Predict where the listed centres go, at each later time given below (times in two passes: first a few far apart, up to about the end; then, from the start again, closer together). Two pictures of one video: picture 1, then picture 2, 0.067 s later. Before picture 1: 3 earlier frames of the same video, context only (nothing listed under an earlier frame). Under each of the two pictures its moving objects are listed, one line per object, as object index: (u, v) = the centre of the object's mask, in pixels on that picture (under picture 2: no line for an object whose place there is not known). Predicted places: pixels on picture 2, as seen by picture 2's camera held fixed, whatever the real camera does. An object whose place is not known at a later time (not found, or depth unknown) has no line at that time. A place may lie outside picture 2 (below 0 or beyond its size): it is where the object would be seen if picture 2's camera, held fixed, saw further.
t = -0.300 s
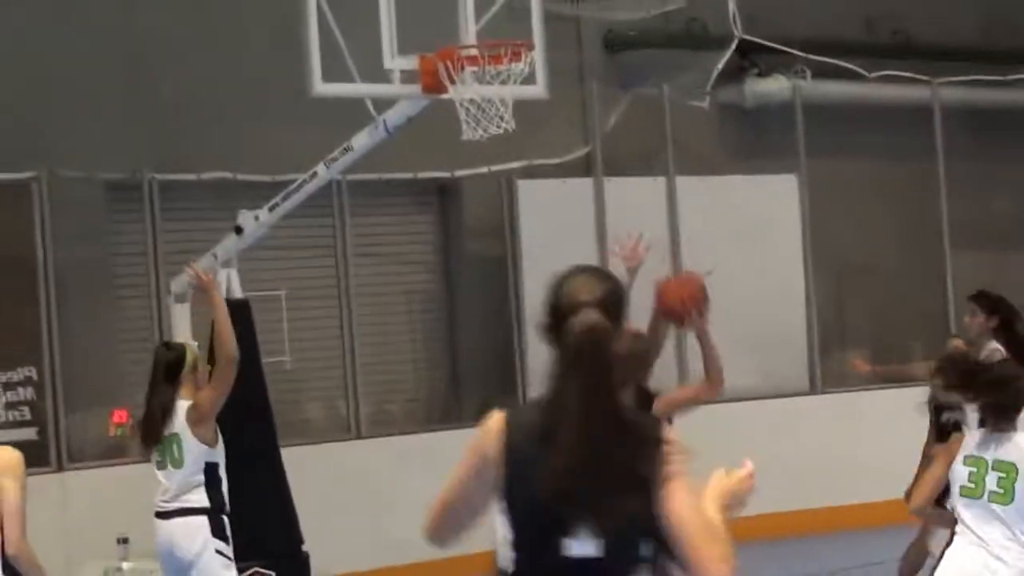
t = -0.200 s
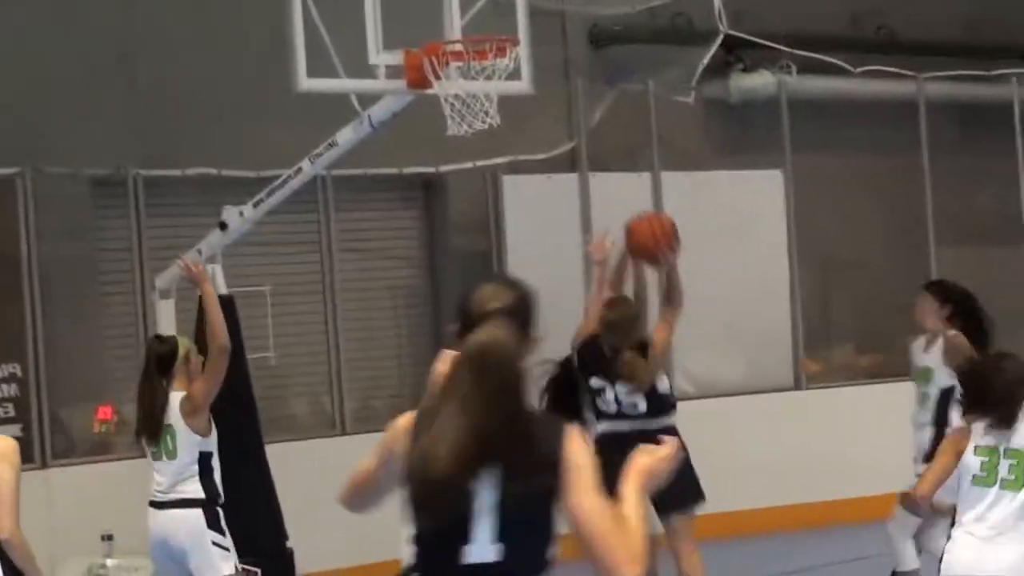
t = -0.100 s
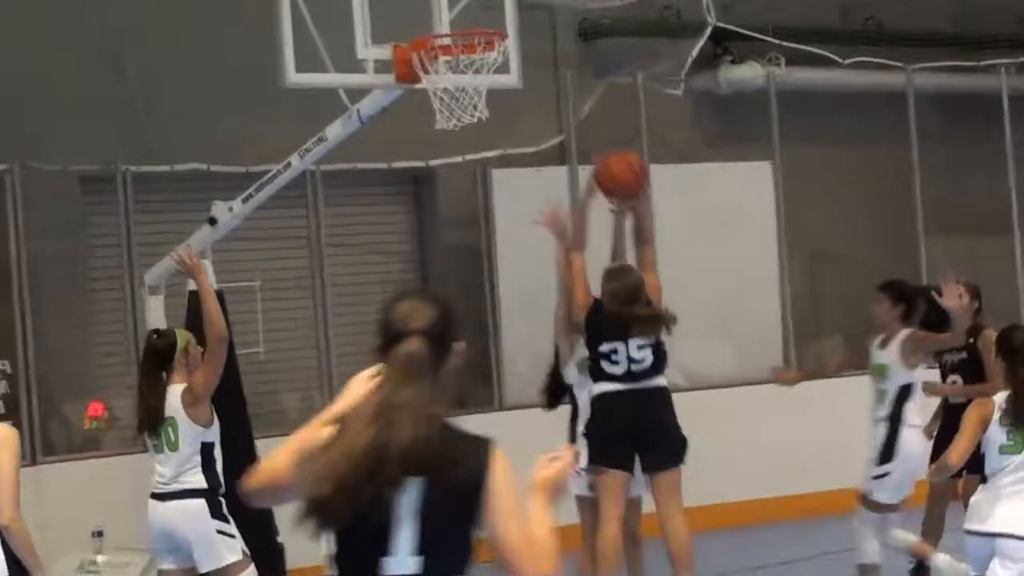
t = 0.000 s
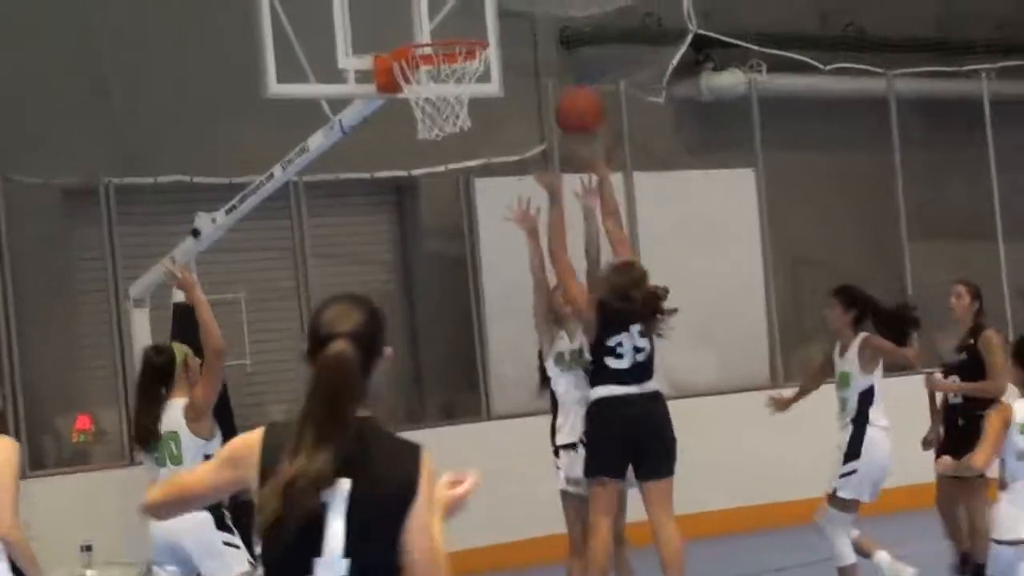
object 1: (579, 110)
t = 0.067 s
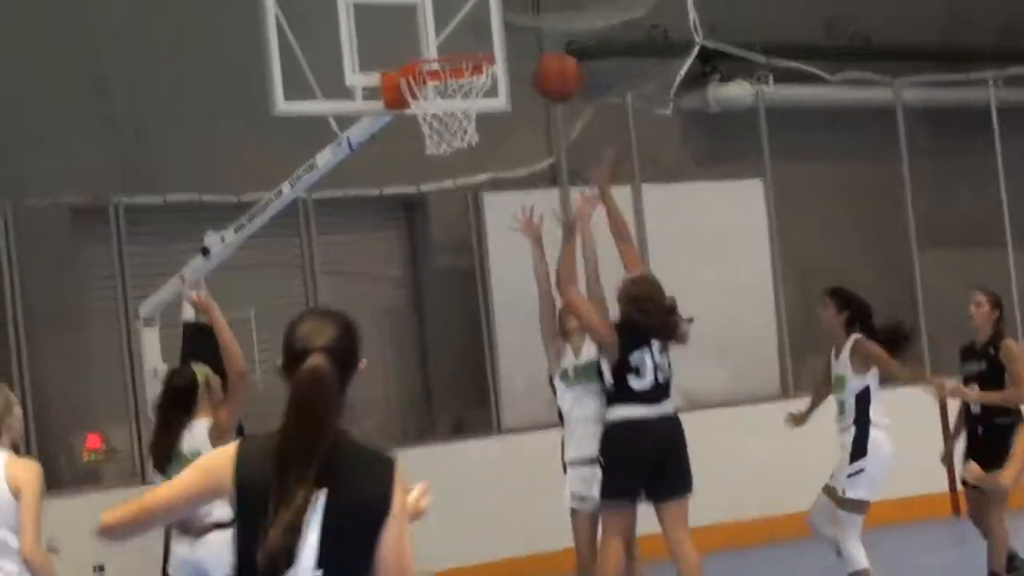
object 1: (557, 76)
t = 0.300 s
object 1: (469, -6)
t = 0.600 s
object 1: (472, 36)
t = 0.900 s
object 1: (535, 46)
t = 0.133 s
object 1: (531, 40)
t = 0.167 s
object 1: (518, 27)
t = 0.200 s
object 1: (504, 15)
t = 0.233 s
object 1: (492, 5)
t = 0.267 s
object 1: (481, -2)
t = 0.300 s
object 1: (469, -6)
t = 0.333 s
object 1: (459, -8)
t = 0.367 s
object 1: (448, -9)
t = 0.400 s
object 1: (439, -6)
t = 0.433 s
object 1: (428, -1)
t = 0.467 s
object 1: (424, 3)
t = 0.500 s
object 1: (435, 9)
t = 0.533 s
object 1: (448, 16)
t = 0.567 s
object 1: (461, 25)
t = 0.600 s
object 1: (472, 36)
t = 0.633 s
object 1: (481, 36)
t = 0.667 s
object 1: (486, 31)
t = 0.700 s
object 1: (493, 26)
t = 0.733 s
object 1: (498, 24)
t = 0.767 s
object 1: (505, 24)
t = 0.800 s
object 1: (512, 27)
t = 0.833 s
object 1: (521, 31)
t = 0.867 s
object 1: (528, 36)
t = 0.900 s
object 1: (535, 46)
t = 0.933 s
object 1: (544, 57)
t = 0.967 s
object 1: (552, 70)
